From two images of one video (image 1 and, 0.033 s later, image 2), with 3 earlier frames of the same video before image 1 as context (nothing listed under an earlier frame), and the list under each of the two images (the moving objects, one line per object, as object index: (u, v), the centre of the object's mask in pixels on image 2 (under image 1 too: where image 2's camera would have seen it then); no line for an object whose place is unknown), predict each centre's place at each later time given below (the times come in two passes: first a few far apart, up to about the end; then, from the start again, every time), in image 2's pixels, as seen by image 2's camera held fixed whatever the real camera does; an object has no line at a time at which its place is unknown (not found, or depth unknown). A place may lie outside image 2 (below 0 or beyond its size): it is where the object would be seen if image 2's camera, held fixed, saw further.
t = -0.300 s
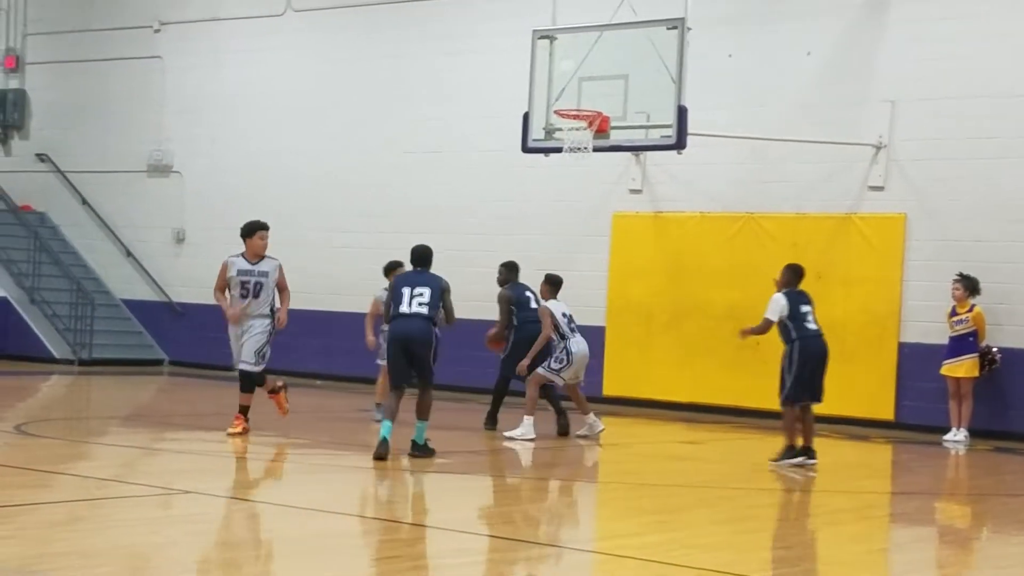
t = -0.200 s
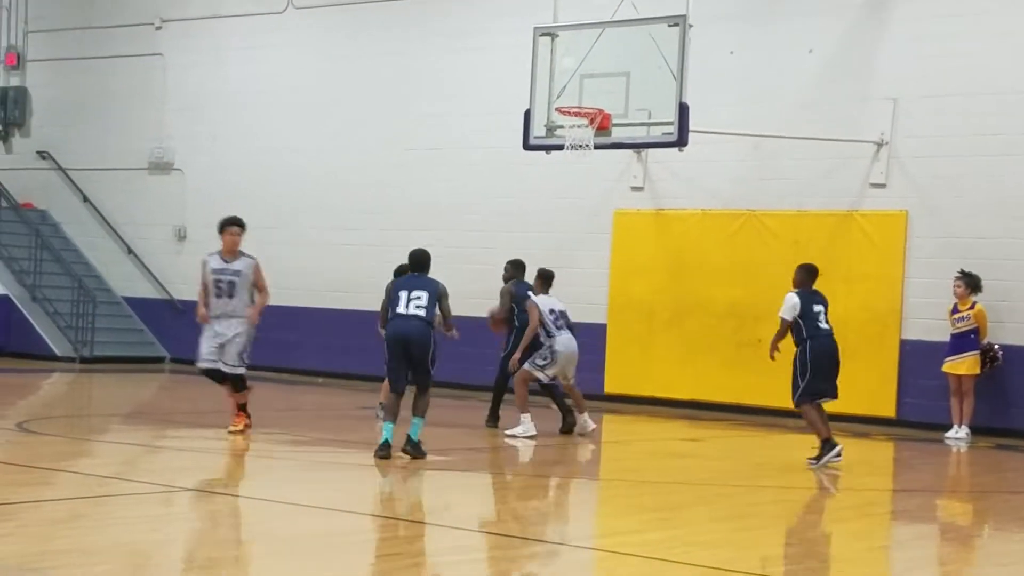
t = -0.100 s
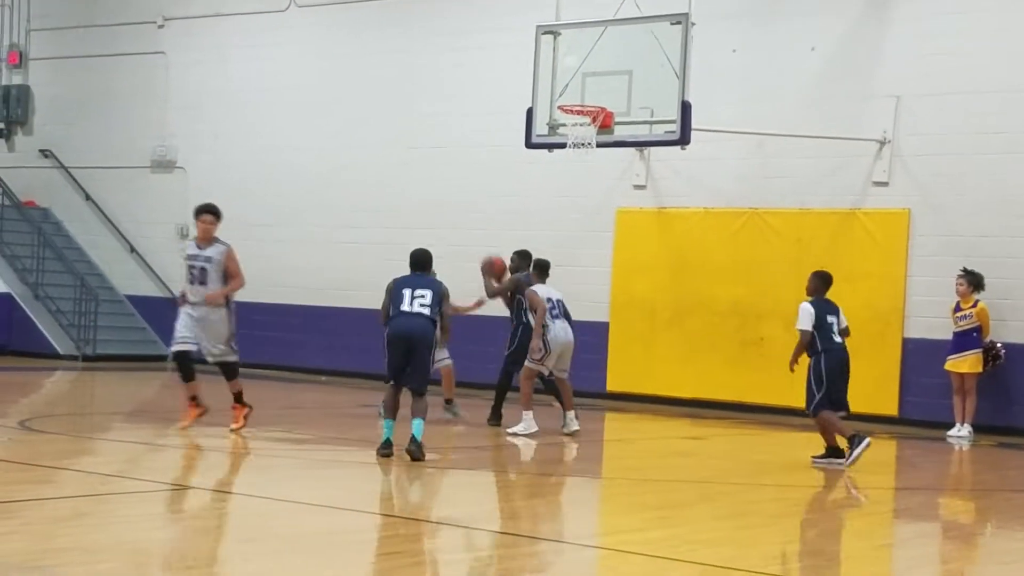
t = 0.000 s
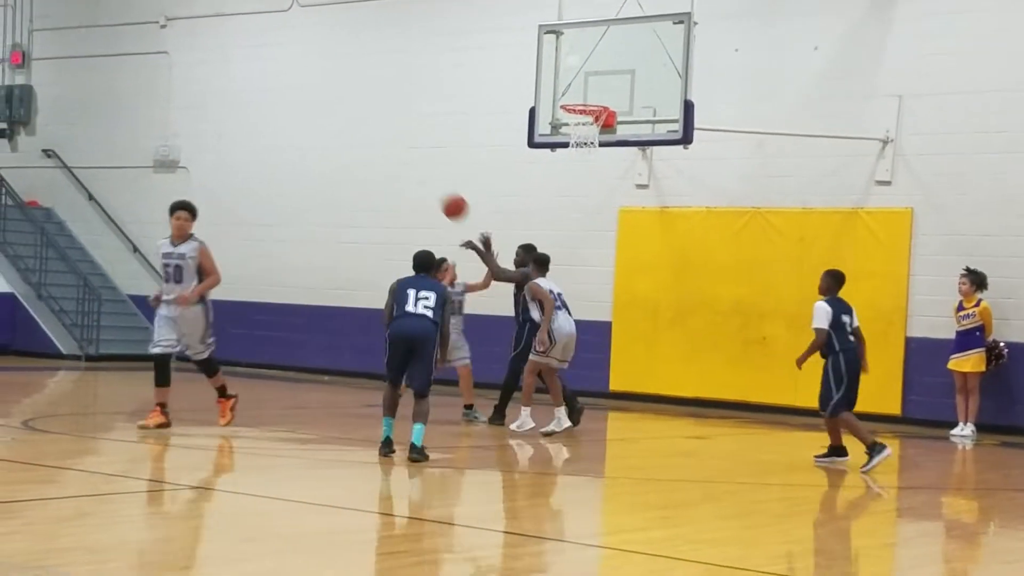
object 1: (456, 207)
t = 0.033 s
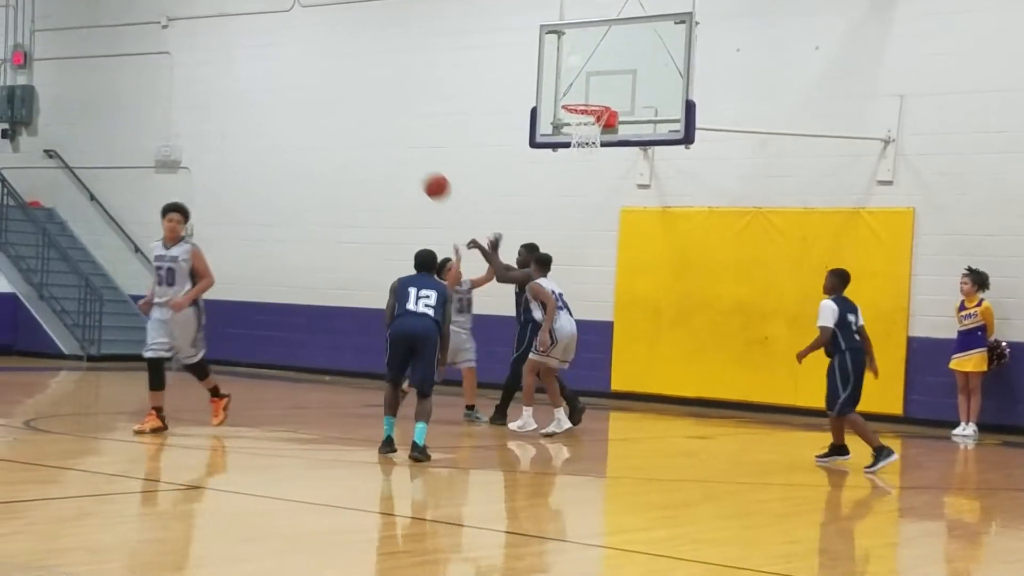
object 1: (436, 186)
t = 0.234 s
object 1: (316, 85)
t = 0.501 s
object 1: (149, 8)
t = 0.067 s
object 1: (417, 167)
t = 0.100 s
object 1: (396, 148)
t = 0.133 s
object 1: (377, 131)
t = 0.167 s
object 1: (356, 114)
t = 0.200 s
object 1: (336, 99)
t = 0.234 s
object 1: (316, 85)
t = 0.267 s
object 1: (296, 72)
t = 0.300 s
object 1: (275, 59)
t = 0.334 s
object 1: (254, 48)
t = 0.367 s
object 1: (234, 39)
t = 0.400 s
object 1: (213, 29)
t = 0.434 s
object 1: (192, 21)
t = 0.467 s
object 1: (171, 14)
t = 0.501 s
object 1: (149, 8)
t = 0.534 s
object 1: (127, 3)
